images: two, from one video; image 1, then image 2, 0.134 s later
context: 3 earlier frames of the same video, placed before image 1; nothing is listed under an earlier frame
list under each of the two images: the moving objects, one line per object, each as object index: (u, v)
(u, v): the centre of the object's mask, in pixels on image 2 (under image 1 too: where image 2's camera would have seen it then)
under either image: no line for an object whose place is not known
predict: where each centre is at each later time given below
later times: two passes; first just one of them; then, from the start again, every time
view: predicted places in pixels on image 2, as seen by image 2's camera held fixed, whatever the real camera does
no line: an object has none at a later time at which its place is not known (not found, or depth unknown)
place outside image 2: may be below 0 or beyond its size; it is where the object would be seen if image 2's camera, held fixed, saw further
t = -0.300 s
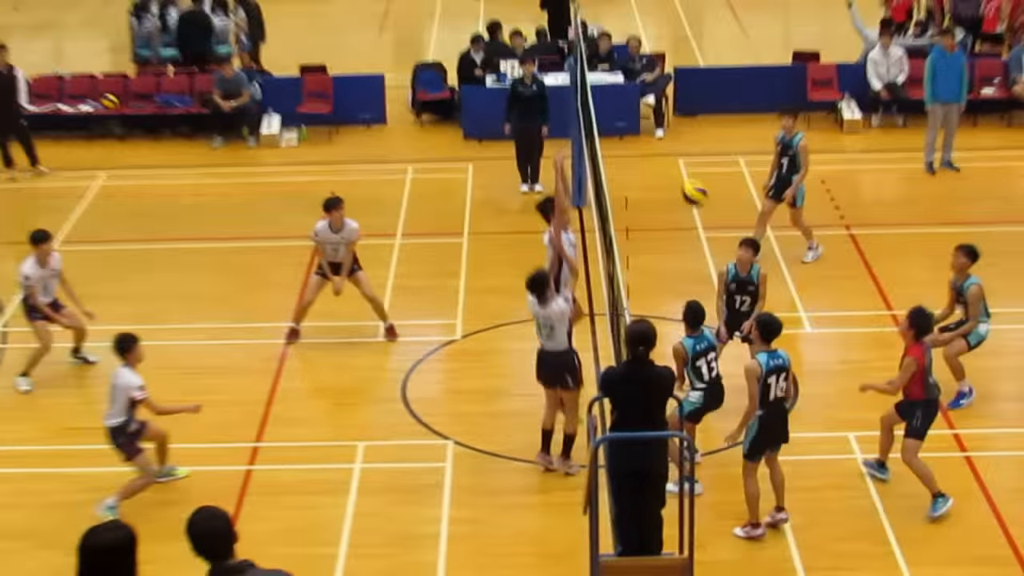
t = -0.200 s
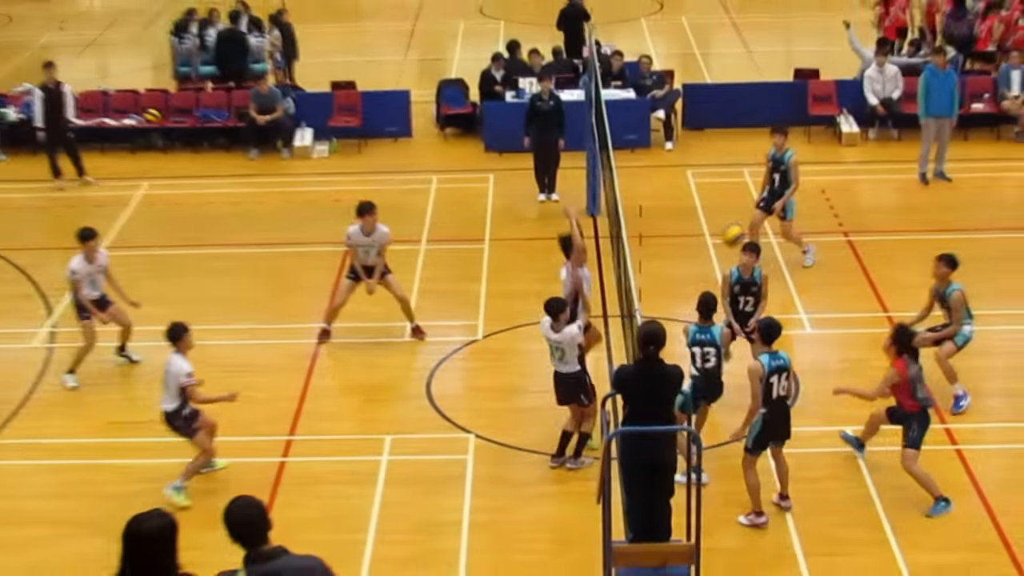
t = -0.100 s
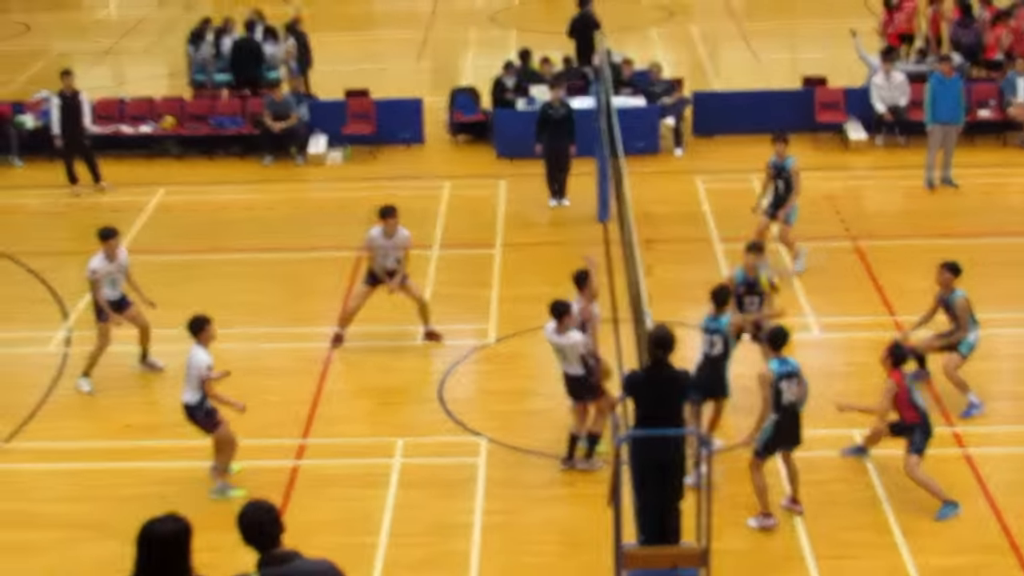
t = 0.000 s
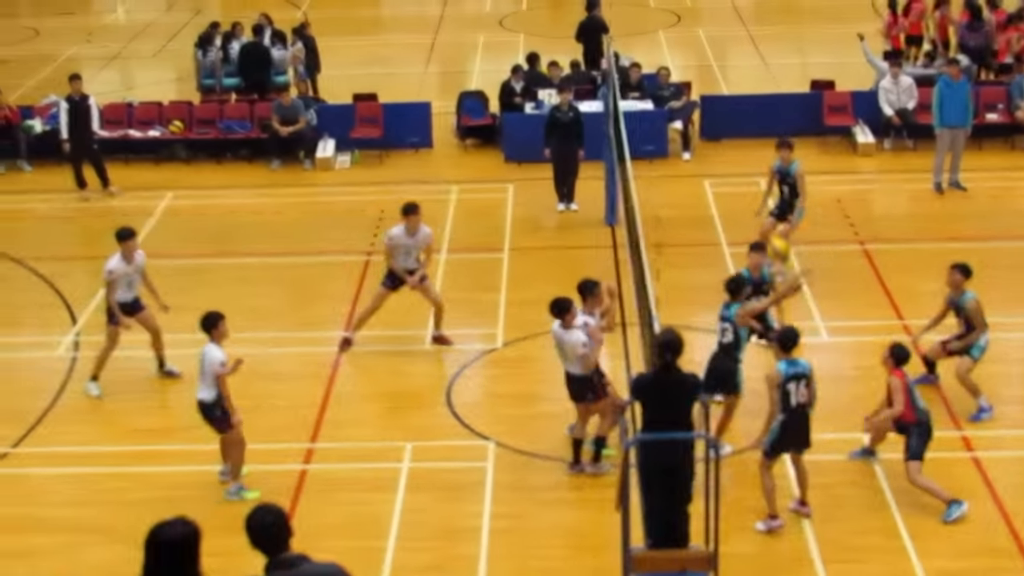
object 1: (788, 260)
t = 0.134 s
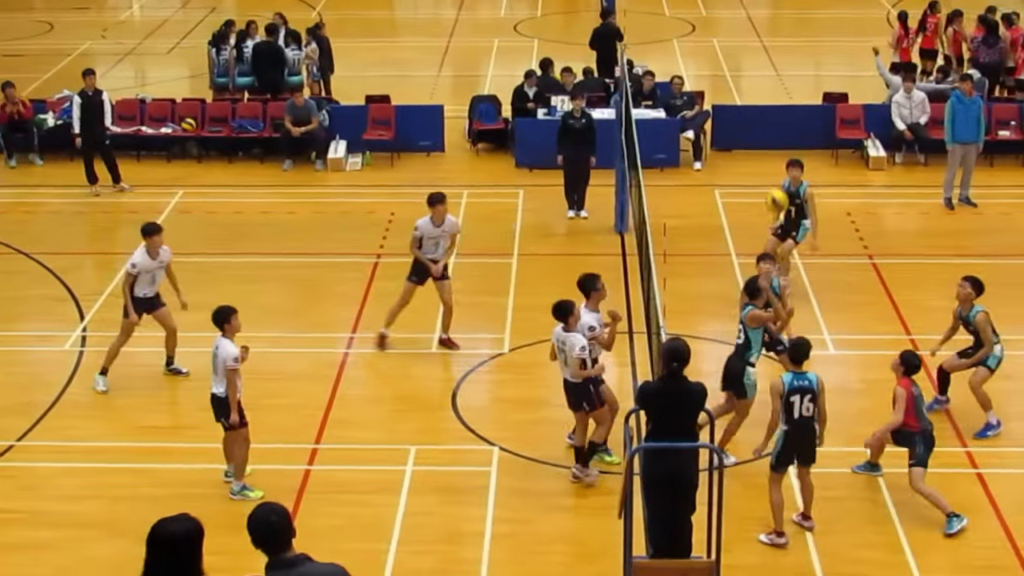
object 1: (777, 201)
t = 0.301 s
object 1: (766, 153)
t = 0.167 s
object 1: (772, 190)
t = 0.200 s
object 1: (772, 177)
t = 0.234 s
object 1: (769, 168)
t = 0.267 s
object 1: (767, 159)
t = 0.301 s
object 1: (766, 153)
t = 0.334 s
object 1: (763, 147)
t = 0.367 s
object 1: (760, 141)
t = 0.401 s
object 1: (758, 139)
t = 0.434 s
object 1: (755, 137)
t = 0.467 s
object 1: (754, 137)
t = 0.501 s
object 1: (750, 136)
